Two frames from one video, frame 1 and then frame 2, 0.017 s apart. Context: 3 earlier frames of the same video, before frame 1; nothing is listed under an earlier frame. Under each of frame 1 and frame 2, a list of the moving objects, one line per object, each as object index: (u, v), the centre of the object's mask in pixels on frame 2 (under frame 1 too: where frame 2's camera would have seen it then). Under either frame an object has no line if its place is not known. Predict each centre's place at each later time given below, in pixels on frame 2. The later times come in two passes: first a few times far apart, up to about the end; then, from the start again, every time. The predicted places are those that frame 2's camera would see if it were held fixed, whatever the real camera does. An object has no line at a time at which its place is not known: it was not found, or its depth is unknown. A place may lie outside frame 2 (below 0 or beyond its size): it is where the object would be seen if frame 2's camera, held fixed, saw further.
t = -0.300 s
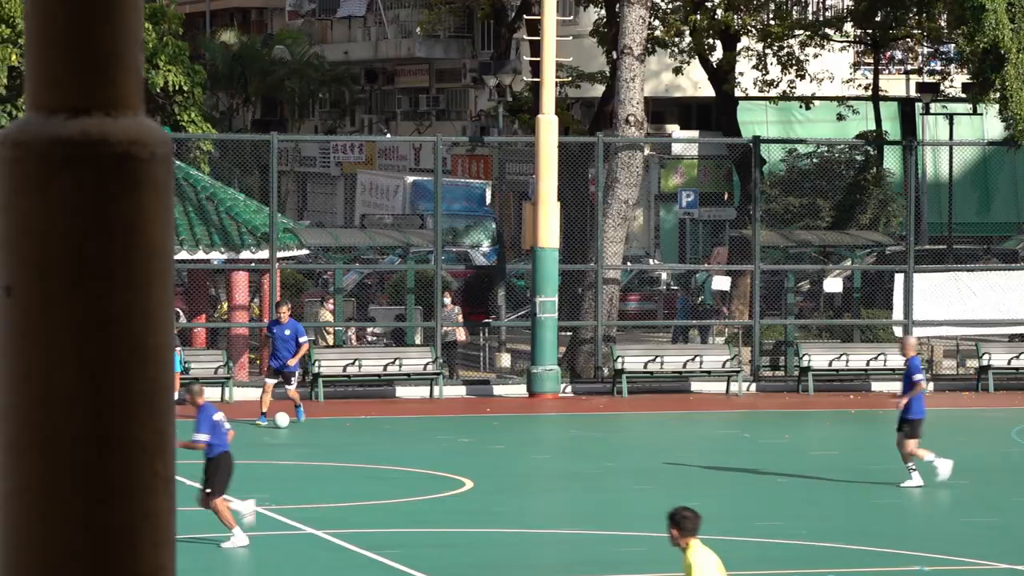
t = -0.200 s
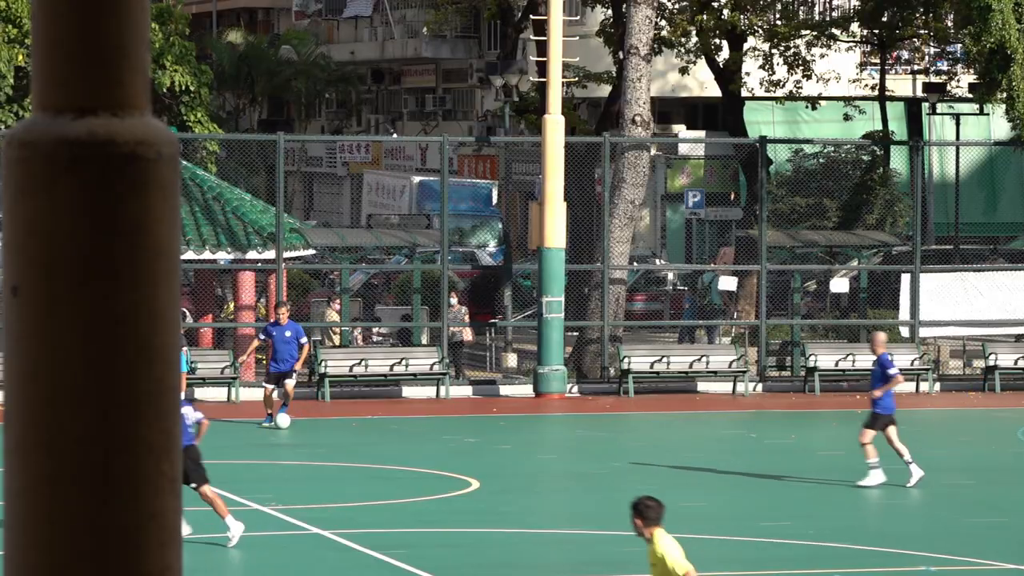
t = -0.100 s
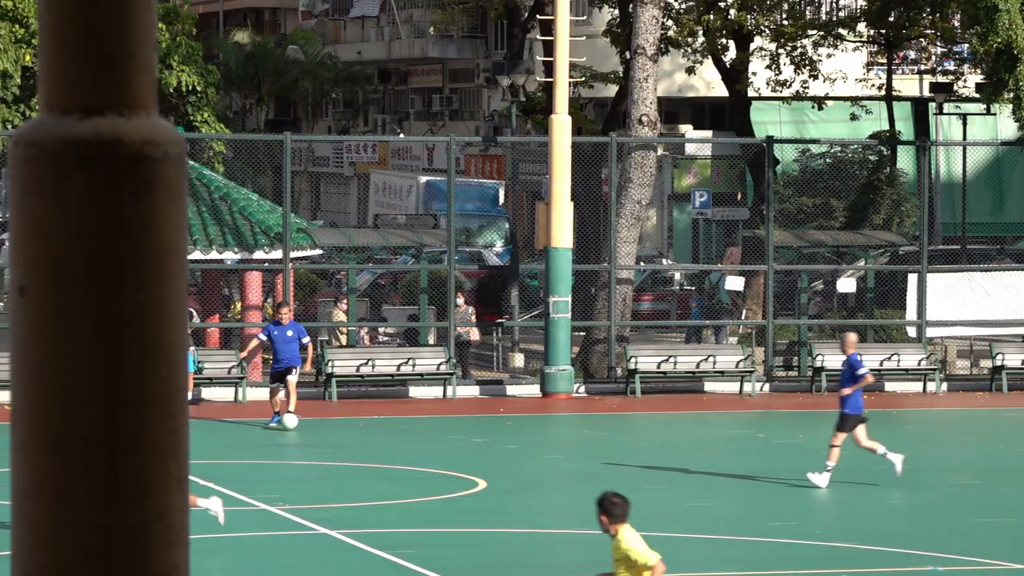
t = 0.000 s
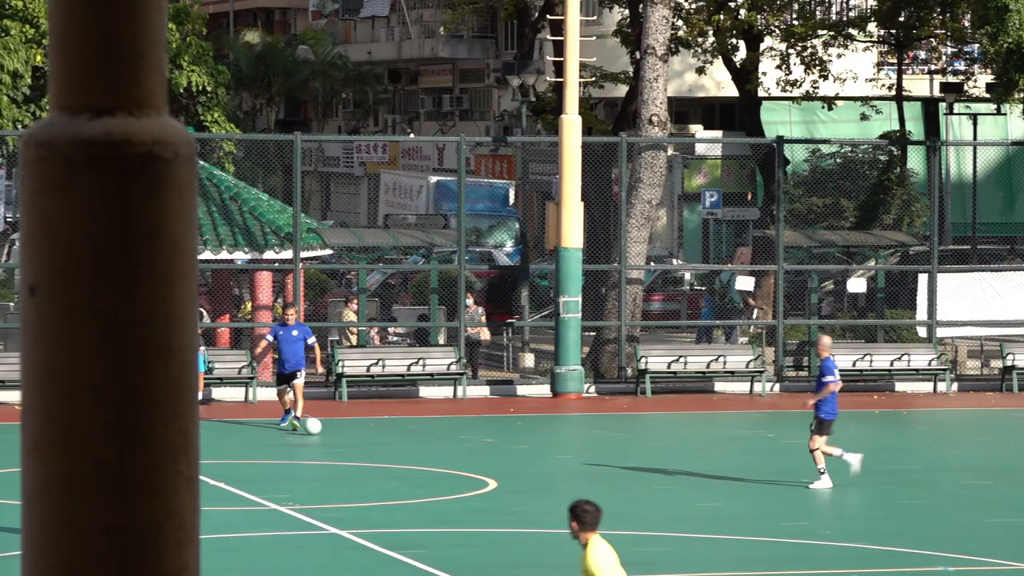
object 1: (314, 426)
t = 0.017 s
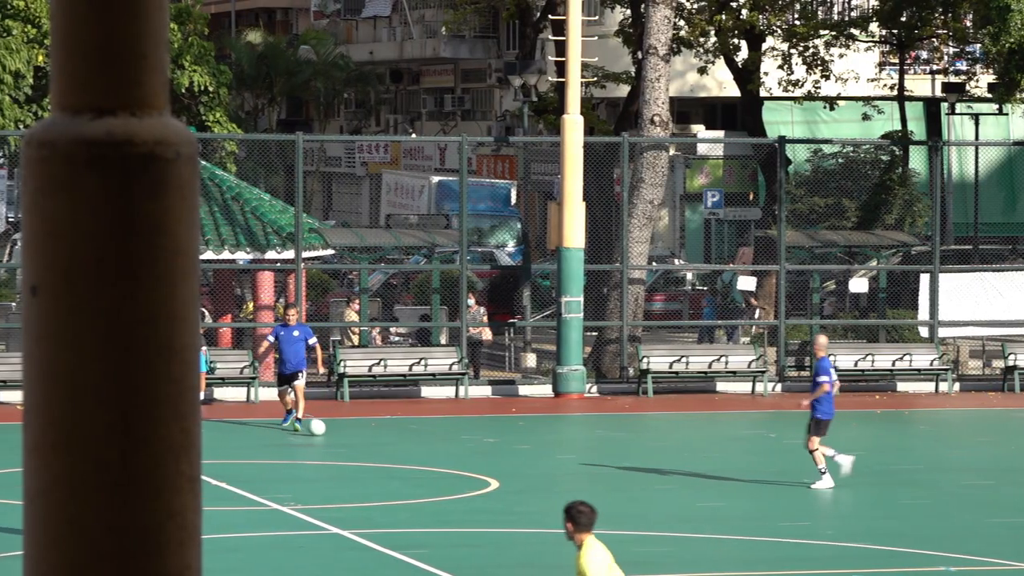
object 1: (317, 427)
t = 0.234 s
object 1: (340, 435)
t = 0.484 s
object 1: (361, 444)
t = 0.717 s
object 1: (375, 449)
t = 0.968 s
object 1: (390, 456)
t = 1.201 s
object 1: (405, 463)
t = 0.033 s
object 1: (319, 427)
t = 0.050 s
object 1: (320, 427)
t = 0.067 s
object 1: (322, 427)
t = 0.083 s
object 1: (324, 428)
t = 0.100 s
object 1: (326, 428)
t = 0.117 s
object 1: (328, 429)
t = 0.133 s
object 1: (329, 430)
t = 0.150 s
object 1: (331, 431)
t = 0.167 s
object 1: (333, 432)
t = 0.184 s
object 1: (335, 434)
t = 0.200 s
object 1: (336, 434)
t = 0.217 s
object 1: (338, 435)
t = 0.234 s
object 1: (340, 435)
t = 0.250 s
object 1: (341, 435)
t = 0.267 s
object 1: (343, 436)
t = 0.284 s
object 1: (345, 436)
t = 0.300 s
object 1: (346, 437)
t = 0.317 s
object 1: (348, 438)
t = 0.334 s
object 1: (349, 439)
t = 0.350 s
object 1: (351, 439)
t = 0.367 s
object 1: (352, 440)
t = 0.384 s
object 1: (353, 440)
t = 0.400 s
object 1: (355, 440)
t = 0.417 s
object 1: (356, 441)
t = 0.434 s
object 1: (357, 442)
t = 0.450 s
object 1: (359, 443)
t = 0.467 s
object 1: (360, 443)
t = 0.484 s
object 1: (361, 444)
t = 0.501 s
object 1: (362, 444)
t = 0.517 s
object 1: (363, 445)
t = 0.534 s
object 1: (364, 445)
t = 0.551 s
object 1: (365, 446)
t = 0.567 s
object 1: (366, 446)
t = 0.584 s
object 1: (367, 447)
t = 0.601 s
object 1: (368, 447)
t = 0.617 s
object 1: (369, 447)
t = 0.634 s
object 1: (370, 447)
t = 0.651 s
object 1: (372, 448)
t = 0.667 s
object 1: (373, 449)
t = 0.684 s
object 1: (374, 449)
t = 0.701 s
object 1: (375, 449)
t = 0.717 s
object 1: (375, 449)
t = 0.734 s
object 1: (376, 450)
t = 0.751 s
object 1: (377, 450)
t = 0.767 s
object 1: (379, 451)
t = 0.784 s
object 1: (380, 452)
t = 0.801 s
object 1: (380, 452)
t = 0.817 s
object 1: (382, 451)
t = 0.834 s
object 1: (382, 452)
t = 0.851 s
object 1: (383, 453)
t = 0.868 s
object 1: (384, 453)
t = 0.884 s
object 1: (385, 454)
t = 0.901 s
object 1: (386, 455)
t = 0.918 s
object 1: (387, 455)
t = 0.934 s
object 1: (389, 455)
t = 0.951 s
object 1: (389, 456)
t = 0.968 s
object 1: (390, 456)
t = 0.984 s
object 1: (391, 457)
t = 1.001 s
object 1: (392, 457)
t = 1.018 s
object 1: (393, 457)
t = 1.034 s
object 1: (394, 458)
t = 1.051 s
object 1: (395, 458)
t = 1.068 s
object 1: (396, 459)
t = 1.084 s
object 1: (397, 459)
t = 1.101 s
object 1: (398, 460)
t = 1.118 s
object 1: (399, 460)
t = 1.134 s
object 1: (400, 461)
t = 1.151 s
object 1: (401, 462)
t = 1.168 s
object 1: (402, 462)
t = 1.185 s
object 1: (403, 463)
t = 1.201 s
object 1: (405, 463)
